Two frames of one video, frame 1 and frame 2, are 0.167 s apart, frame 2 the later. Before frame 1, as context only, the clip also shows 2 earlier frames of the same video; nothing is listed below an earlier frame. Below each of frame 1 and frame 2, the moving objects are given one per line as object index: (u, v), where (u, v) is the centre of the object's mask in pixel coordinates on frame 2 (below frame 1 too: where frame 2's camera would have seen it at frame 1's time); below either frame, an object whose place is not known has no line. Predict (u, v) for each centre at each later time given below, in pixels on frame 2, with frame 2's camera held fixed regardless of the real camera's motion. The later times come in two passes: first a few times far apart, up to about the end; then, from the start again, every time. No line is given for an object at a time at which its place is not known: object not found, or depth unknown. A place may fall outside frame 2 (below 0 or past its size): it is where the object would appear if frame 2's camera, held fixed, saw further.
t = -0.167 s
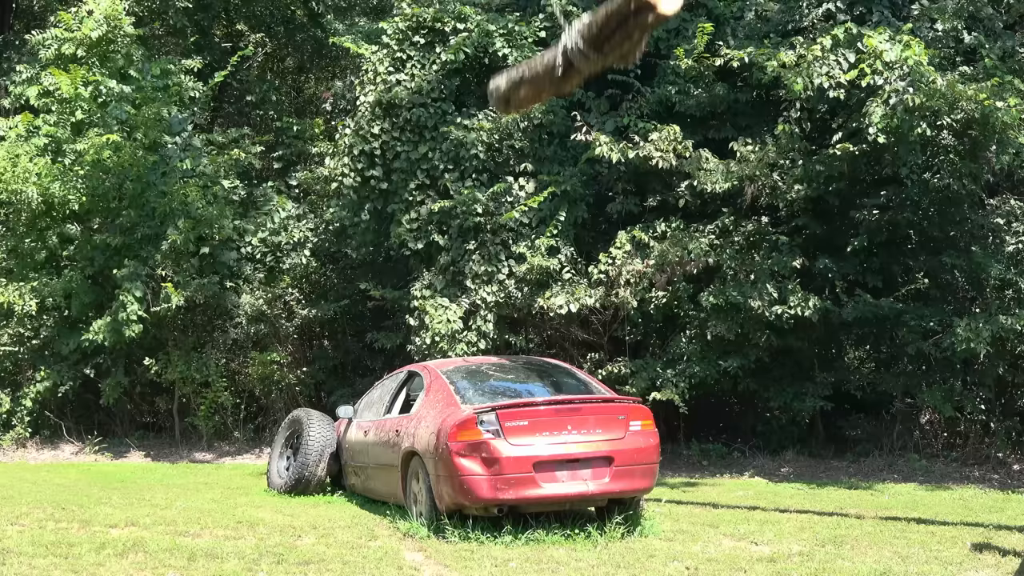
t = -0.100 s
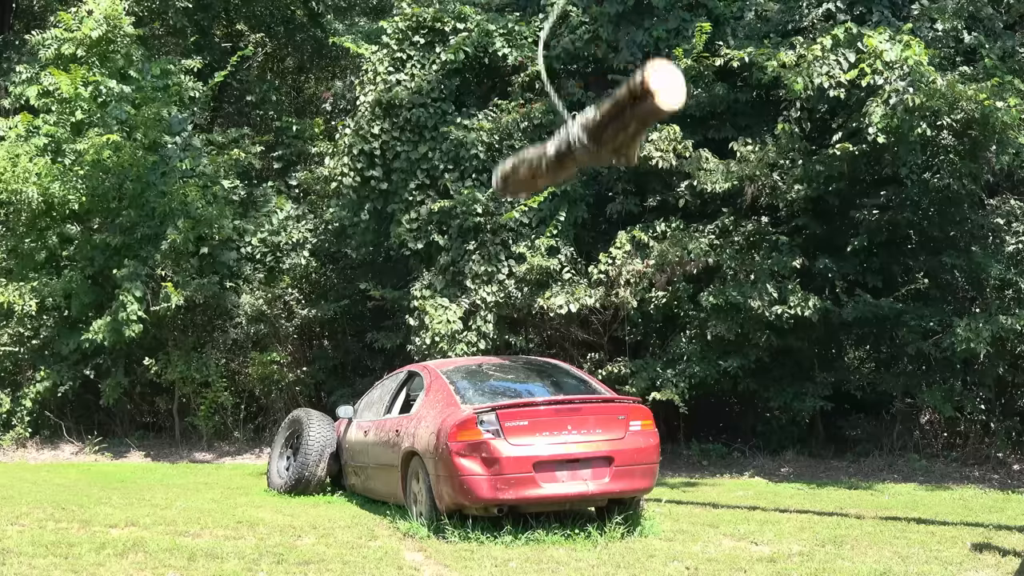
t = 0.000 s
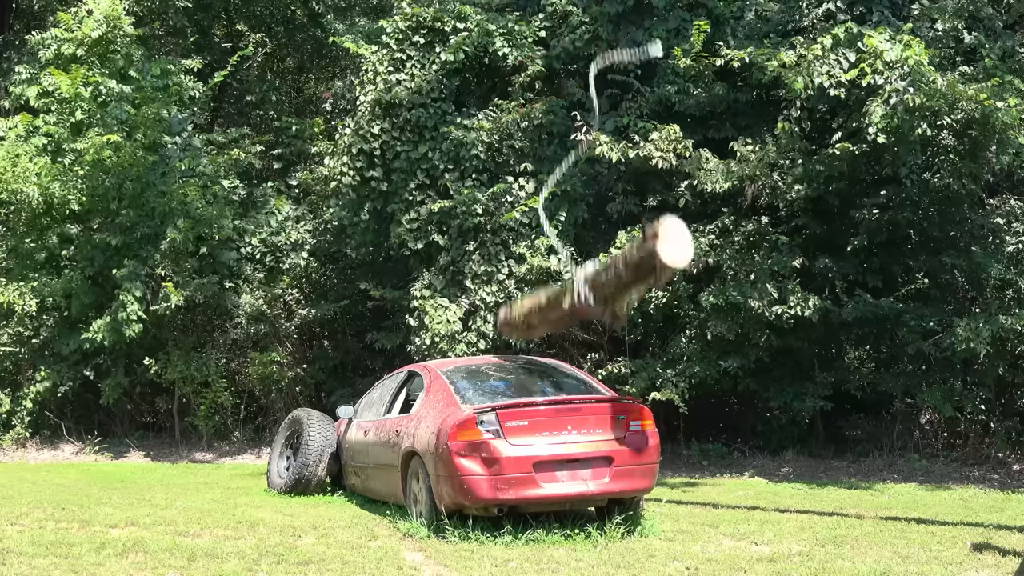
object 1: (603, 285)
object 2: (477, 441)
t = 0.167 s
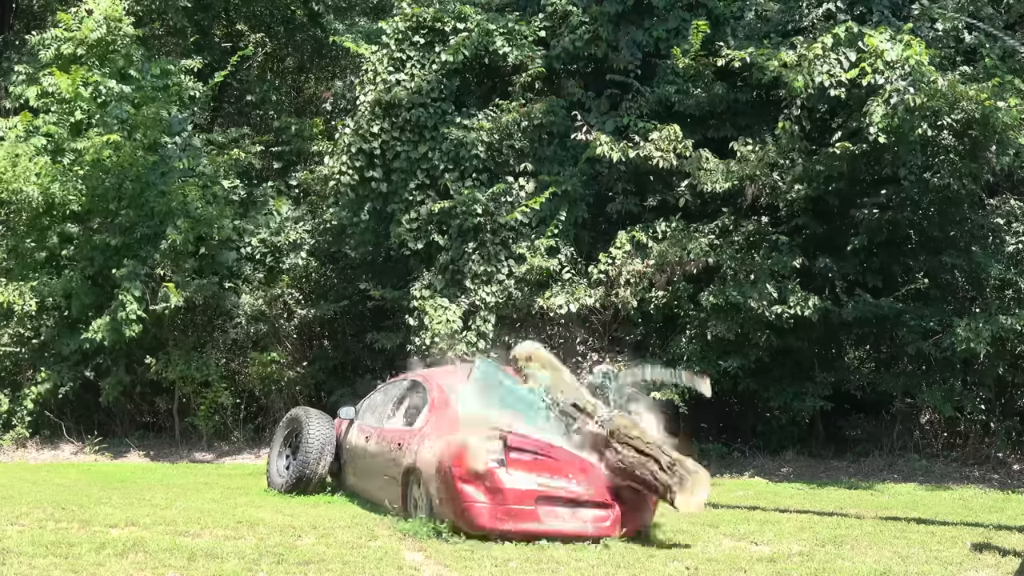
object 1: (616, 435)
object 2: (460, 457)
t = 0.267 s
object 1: (627, 413)
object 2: (465, 448)
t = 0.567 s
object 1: (658, 387)
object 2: (470, 443)
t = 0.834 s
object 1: (682, 394)
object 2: (473, 446)
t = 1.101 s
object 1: (694, 391)
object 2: (475, 443)
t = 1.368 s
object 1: (699, 391)
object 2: (475, 443)
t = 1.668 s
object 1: (696, 396)
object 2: (475, 443)
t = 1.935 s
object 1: (684, 403)
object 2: (474, 443)
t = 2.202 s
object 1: (671, 424)
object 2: (472, 443)
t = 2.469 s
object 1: (692, 452)
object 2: (474, 444)
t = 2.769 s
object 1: (728, 514)
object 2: (477, 442)
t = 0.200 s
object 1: (617, 428)
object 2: (460, 454)
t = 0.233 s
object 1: (623, 420)
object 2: (464, 450)
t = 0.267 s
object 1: (627, 413)
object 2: (465, 448)
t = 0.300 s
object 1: (631, 405)
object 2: (471, 447)
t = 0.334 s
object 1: (635, 400)
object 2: (472, 447)
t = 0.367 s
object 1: (638, 393)
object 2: (469, 445)
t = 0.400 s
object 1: (640, 389)
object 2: (470, 444)
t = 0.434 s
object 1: (644, 387)
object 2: (469, 443)
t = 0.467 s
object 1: (648, 385)
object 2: (469, 442)
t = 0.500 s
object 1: (651, 385)
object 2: (469, 441)
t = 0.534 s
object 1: (655, 386)
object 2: (469, 441)
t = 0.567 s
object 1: (658, 387)
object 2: (470, 443)
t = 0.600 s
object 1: (662, 391)
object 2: (470, 443)
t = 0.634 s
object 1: (665, 396)
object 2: (472, 443)
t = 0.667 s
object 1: (670, 399)
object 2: (472, 443)
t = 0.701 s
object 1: (672, 398)
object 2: (473, 444)
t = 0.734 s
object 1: (675, 396)
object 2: (472, 445)
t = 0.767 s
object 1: (677, 395)
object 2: (474, 446)
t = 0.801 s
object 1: (680, 395)
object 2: (473, 446)
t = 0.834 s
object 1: (682, 394)
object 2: (473, 446)
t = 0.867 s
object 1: (684, 393)
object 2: (474, 445)
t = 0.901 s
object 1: (686, 393)
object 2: (474, 445)
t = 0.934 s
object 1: (688, 393)
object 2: (475, 445)
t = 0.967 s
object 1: (690, 393)
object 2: (475, 444)
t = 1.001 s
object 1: (691, 392)
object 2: (475, 443)
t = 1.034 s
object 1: (691, 391)
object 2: (475, 443)
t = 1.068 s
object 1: (692, 390)
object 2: (474, 443)
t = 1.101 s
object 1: (694, 391)
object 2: (475, 443)
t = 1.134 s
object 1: (695, 391)
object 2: (474, 442)
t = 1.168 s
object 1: (696, 390)
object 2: (475, 442)
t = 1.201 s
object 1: (696, 390)
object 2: (474, 442)
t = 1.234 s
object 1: (696, 393)
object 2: (474, 442)
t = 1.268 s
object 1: (697, 392)
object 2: (474, 442)
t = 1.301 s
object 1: (696, 395)
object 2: (472, 442)
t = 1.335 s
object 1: (699, 391)
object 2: (474, 443)
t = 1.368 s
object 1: (699, 391)
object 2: (475, 443)
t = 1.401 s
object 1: (699, 392)
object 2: (474, 443)
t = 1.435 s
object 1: (699, 392)
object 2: (475, 443)
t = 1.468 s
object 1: (699, 392)
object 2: (474, 443)
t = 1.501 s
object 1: (699, 393)
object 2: (474, 443)
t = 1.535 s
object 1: (699, 394)
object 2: (474, 443)
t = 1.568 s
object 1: (698, 394)
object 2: (475, 443)
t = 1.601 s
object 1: (698, 395)
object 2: (475, 443)
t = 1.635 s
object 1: (697, 394)
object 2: (475, 443)
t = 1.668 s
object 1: (696, 396)
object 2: (475, 443)
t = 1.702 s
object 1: (695, 396)
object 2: (475, 443)
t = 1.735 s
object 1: (694, 397)
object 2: (475, 443)
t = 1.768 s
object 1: (692, 397)
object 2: (475, 443)
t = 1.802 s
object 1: (691, 399)
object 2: (474, 443)
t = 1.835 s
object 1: (690, 400)
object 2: (474, 443)
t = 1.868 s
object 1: (688, 400)
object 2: (474, 443)
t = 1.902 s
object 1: (686, 401)
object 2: (474, 443)
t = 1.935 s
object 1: (684, 403)
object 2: (474, 443)
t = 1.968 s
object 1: (682, 404)
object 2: (473, 443)
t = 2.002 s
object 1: (679, 407)
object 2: (473, 443)
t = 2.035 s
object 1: (677, 409)
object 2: (473, 442)
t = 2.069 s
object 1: (675, 412)
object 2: (473, 443)
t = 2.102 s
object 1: (672, 414)
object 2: (472, 442)
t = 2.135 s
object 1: (669, 418)
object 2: (471, 442)
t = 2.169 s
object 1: (670, 421)
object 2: (471, 443)
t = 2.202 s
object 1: (671, 424)
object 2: (472, 443)
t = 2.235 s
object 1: (673, 427)
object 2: (473, 445)
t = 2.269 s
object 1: (675, 429)
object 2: (473, 445)
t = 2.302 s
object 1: (676, 431)
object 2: (473, 445)
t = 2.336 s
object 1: (679, 434)
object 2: (473, 446)
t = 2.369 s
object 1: (682, 438)
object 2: (473, 446)
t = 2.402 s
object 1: (685, 442)
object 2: (474, 445)
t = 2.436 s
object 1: (689, 447)
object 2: (474, 446)
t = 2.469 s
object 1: (692, 452)
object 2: (474, 444)
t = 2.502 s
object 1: (697, 459)
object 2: (474, 443)
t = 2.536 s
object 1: (706, 470)
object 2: (474, 443)
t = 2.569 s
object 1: (713, 479)
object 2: (473, 443)
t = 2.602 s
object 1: (719, 486)
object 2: (473, 442)
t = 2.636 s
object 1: (726, 495)
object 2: (475, 442)
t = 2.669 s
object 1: (727, 499)
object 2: (475, 442)
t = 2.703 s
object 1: (727, 504)
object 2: (475, 442)
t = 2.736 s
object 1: (725, 511)
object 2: (476, 442)
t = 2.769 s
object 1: (728, 514)
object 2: (477, 442)
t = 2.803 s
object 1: (729, 512)
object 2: (476, 442)
